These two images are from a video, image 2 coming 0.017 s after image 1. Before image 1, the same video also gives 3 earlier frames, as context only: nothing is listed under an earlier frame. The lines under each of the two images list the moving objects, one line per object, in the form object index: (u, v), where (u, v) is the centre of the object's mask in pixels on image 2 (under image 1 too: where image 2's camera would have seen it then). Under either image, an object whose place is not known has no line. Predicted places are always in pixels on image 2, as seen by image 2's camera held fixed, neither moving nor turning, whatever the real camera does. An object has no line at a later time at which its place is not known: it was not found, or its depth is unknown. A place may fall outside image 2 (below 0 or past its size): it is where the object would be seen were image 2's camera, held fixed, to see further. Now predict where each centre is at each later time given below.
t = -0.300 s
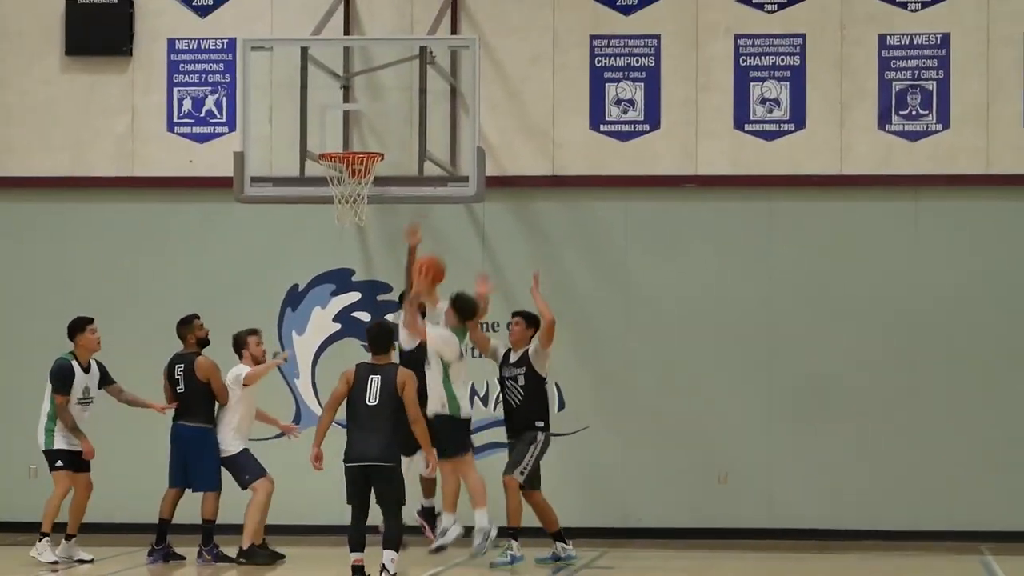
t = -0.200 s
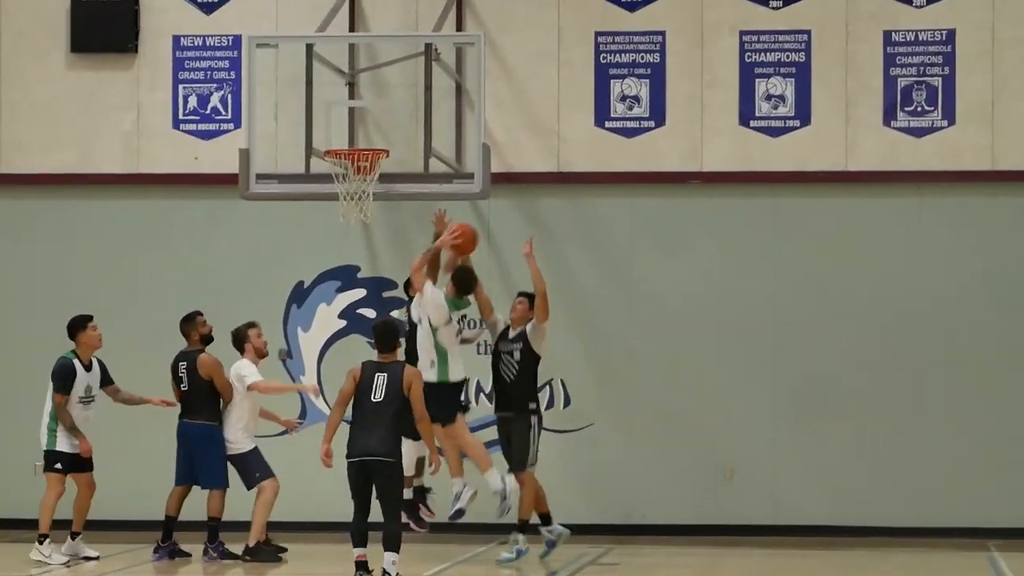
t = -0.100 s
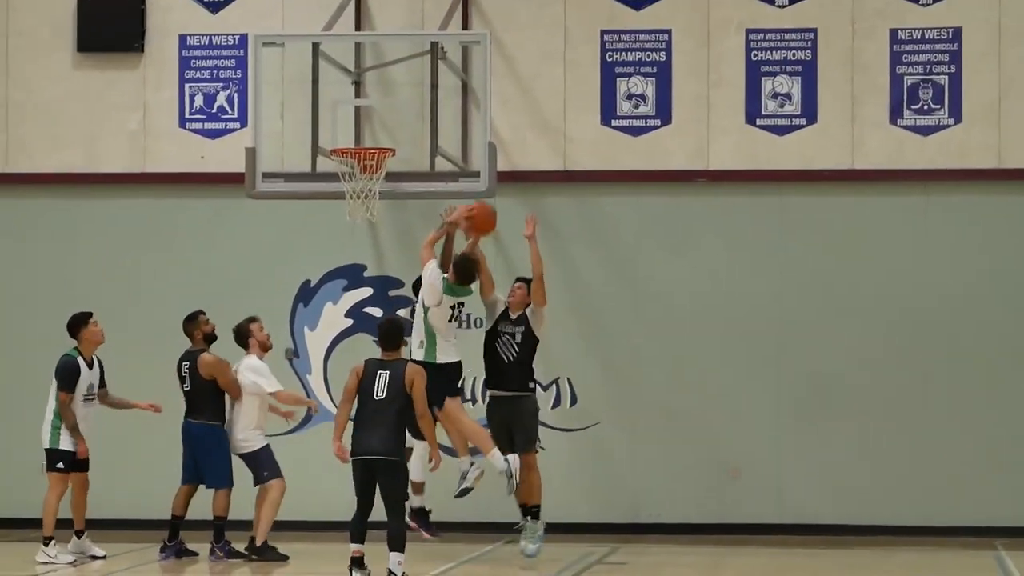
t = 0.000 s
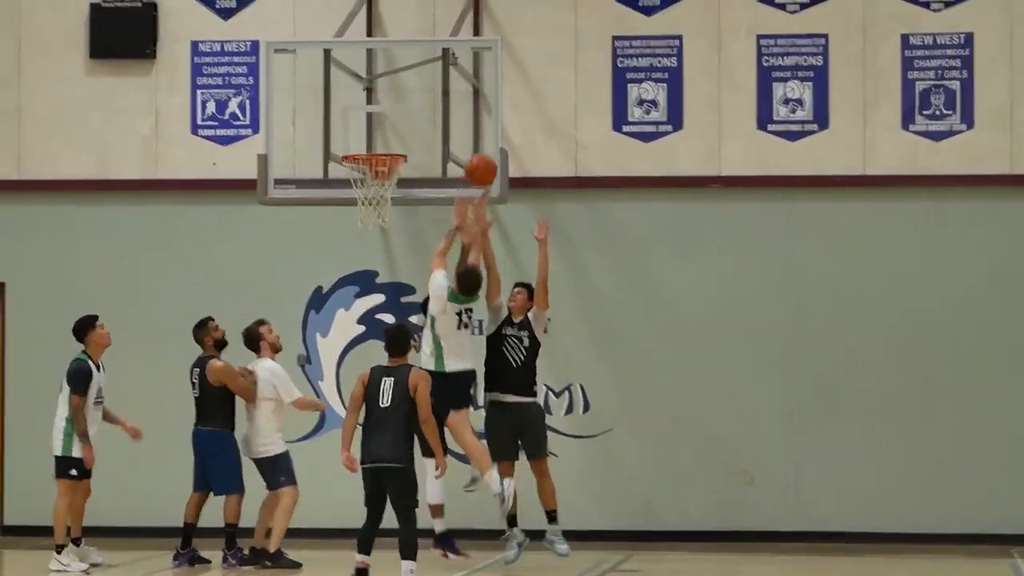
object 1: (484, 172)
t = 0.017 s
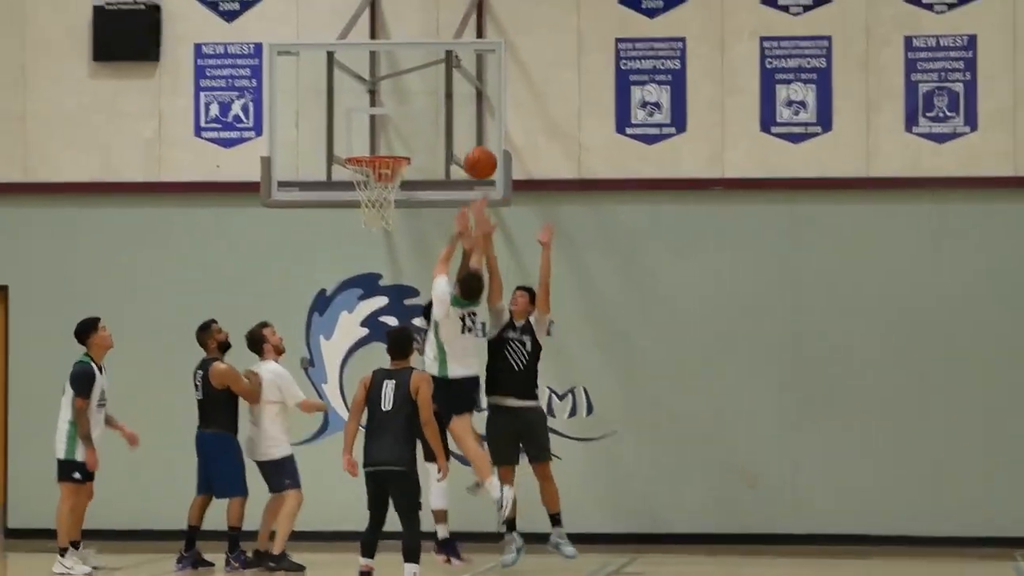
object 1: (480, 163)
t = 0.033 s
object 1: (477, 154)
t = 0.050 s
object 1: (474, 146)
